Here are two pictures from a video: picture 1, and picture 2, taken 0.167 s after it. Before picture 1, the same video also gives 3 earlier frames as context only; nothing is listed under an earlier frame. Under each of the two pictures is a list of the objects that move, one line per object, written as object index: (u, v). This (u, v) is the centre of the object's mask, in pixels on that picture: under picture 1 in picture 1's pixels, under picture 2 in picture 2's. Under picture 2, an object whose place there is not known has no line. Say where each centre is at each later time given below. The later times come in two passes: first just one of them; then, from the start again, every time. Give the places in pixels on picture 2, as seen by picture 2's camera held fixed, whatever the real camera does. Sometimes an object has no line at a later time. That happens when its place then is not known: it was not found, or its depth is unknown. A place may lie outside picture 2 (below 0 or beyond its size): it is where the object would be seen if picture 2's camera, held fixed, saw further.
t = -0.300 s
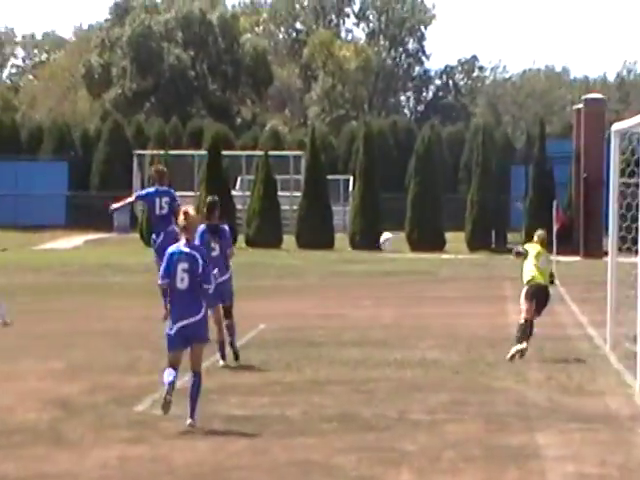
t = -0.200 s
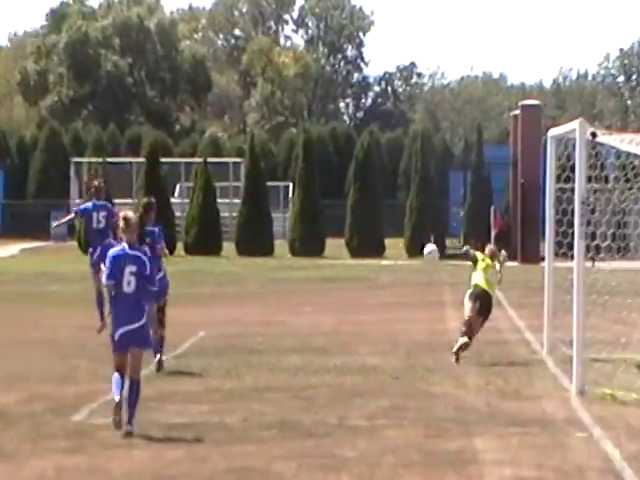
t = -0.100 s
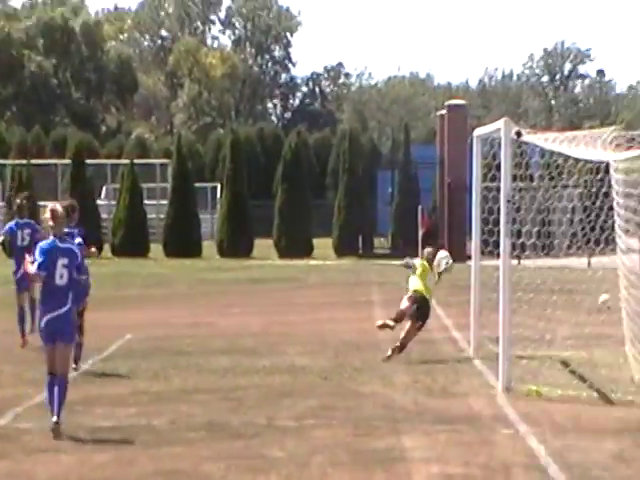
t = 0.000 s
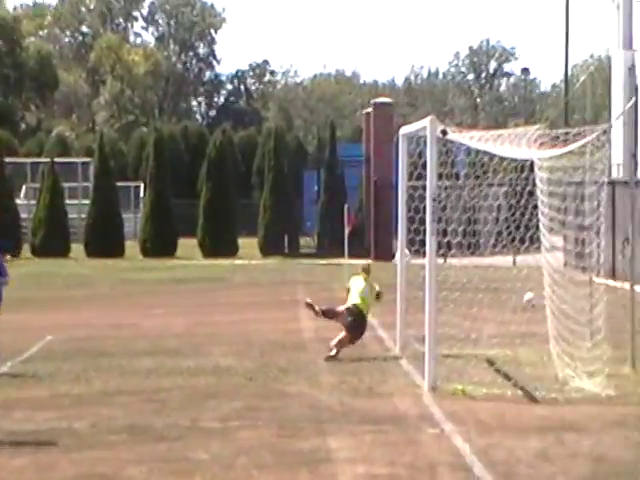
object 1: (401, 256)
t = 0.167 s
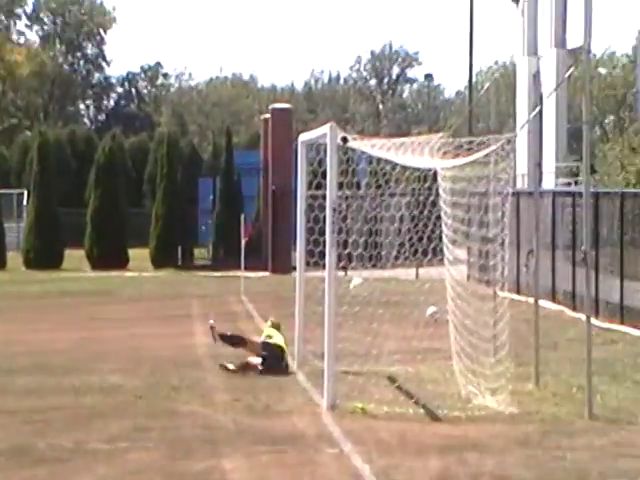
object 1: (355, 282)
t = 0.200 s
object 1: (365, 289)
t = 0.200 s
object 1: (365, 289)
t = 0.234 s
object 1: (377, 298)
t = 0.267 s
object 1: (387, 307)
